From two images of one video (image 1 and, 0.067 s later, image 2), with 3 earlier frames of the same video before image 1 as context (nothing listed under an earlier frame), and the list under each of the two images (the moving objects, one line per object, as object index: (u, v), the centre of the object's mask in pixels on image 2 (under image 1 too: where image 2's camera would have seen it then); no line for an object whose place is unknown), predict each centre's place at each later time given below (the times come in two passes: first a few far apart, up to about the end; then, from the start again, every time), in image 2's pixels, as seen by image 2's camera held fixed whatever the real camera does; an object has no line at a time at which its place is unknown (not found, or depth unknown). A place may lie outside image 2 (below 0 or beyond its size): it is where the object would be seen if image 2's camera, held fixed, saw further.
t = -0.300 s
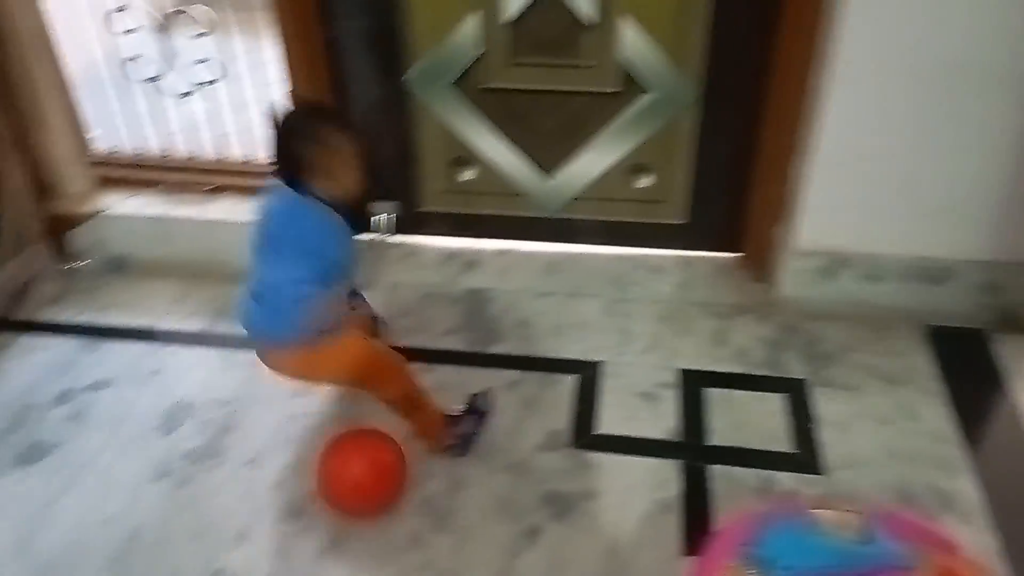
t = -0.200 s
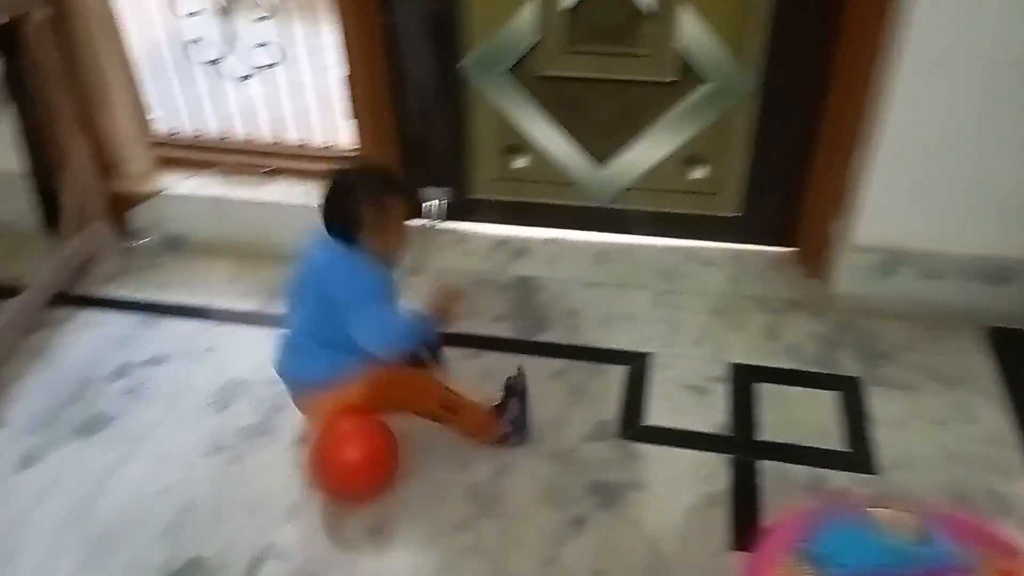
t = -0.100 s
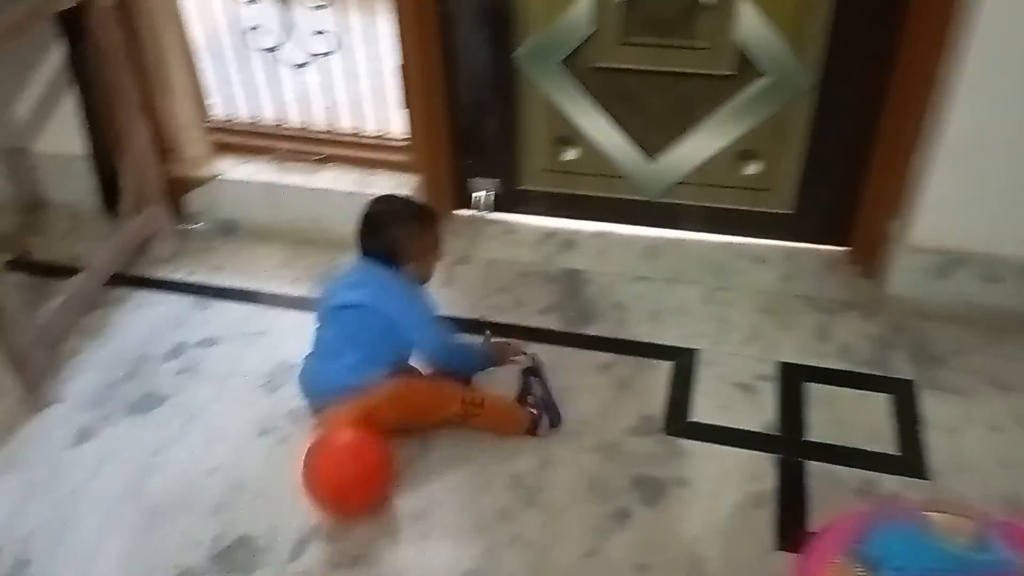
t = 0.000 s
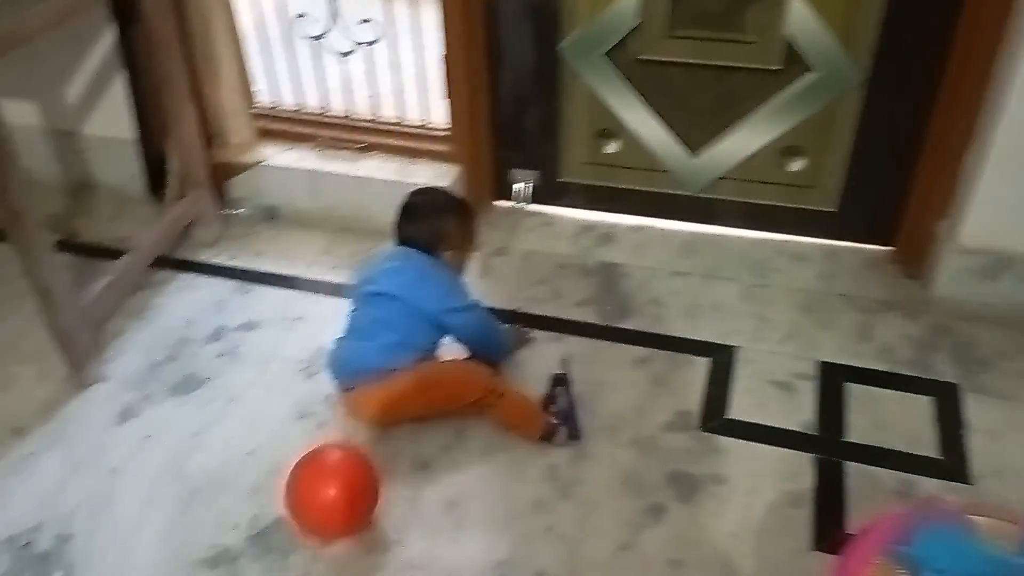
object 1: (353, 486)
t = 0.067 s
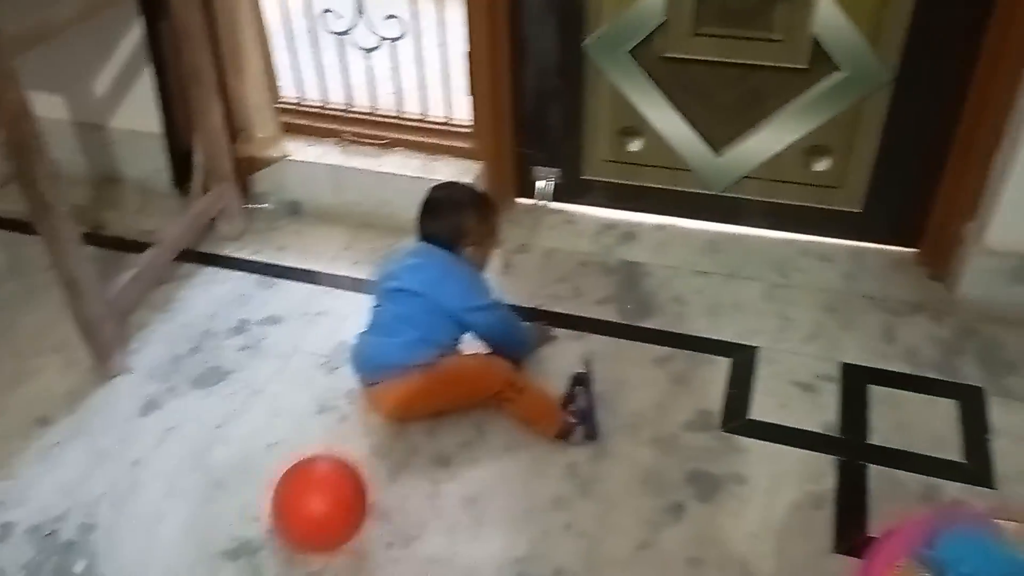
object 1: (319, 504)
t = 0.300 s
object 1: (196, 548)
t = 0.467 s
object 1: (95, 566)
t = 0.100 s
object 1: (302, 511)
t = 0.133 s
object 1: (286, 518)
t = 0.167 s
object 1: (270, 526)
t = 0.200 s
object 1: (253, 533)
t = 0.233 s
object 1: (235, 539)
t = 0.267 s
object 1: (216, 544)
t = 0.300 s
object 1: (196, 548)
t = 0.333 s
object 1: (176, 552)
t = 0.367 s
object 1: (159, 556)
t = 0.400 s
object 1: (134, 560)
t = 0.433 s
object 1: (116, 563)
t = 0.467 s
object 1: (95, 566)
